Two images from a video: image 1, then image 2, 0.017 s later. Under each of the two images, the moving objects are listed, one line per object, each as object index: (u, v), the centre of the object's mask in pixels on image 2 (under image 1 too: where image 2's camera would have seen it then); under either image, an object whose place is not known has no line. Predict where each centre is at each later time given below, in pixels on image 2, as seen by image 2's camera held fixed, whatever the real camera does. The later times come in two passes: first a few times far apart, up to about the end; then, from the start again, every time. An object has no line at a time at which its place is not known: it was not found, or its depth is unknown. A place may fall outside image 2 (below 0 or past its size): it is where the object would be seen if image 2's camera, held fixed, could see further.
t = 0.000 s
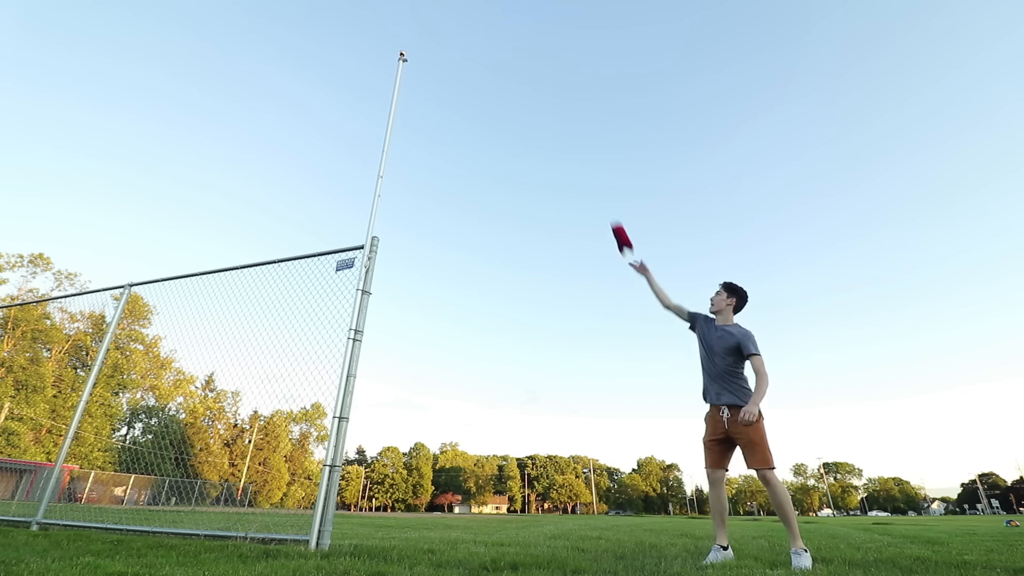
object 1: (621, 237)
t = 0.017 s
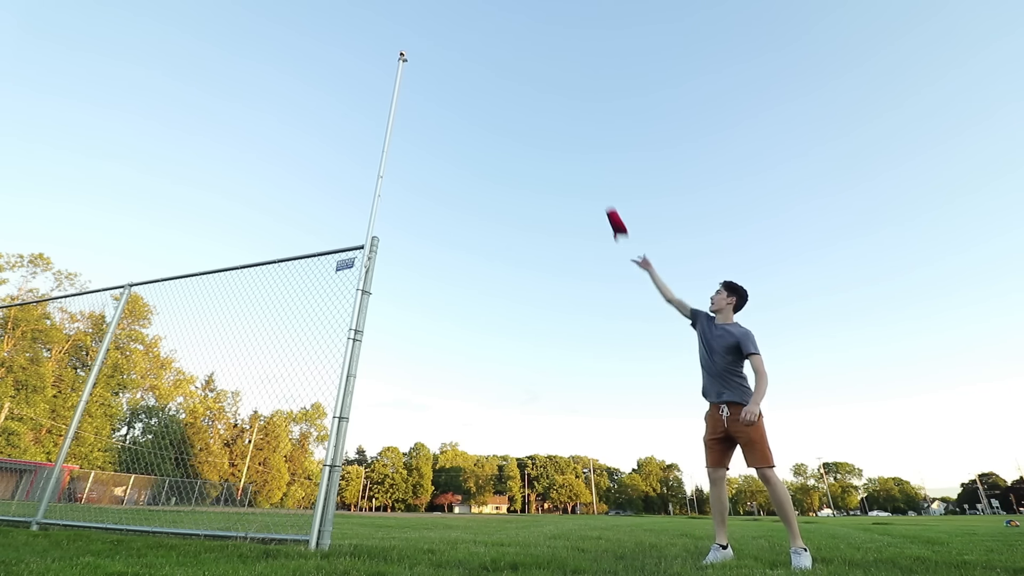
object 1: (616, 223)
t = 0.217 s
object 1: (554, 107)
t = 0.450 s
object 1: (498, 48)
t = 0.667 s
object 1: (455, 33)
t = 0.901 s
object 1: (410, 48)
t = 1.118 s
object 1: (403, 55)
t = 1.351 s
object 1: (401, 59)
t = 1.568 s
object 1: (400, 59)
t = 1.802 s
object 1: (400, 59)
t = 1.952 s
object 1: (400, 59)
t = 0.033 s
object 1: (611, 210)
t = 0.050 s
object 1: (606, 198)
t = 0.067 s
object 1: (600, 186)
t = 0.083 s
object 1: (595, 175)
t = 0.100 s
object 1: (590, 165)
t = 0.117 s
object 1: (585, 156)
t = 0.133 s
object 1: (579, 147)
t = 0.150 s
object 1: (574, 138)
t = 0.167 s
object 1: (568, 129)
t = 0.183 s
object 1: (564, 121)
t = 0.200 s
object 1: (559, 114)
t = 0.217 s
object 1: (554, 107)
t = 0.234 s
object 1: (549, 100)
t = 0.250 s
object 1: (545, 94)
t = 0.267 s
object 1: (541, 89)
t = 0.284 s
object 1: (537, 84)
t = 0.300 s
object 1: (533, 79)
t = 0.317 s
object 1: (529, 75)
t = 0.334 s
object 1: (525, 71)
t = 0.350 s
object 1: (521, 68)
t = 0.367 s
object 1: (517, 64)
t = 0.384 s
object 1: (514, 61)
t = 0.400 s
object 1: (510, 57)
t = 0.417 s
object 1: (506, 53)
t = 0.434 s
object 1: (502, 51)
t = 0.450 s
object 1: (498, 48)
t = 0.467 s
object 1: (495, 45)
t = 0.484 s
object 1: (491, 42)
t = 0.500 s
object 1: (488, 40)
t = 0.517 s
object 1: (484, 39)
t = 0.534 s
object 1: (481, 38)
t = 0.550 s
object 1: (478, 37)
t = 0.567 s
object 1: (475, 36)
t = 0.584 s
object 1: (471, 35)
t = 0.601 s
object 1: (468, 35)
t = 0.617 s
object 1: (465, 35)
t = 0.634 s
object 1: (461, 35)
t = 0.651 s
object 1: (458, 34)
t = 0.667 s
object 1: (455, 33)
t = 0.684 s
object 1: (452, 33)
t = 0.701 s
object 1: (448, 33)
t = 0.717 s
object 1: (445, 33)
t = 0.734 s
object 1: (441, 33)
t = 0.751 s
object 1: (438, 33)
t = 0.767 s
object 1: (435, 34)
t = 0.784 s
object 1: (432, 35)
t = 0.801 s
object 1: (429, 37)
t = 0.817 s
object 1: (426, 38)
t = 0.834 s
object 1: (422, 40)
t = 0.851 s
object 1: (419, 42)
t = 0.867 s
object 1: (416, 44)
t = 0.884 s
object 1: (413, 46)
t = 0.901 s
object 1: (410, 48)
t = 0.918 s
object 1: (407, 50)
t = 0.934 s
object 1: (404, 51)
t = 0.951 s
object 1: (402, 53)
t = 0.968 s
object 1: (401, 55)
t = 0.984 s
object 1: (399, 57)
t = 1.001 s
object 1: (400, 58)
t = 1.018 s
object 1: (401, 58)
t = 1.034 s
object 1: (401, 57)
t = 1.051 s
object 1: (402, 56)
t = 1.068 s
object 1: (403, 55)
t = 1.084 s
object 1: (403, 55)
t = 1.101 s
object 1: (403, 55)
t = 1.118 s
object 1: (403, 55)
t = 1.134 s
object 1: (403, 56)
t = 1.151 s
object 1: (402, 56)
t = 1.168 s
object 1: (402, 57)
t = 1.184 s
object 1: (402, 58)
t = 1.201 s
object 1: (402, 58)
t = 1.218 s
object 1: (402, 59)
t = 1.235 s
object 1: (401, 60)
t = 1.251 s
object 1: (401, 59)
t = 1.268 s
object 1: (401, 59)
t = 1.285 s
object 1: (401, 59)
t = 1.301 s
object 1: (401, 59)
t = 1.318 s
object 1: (401, 59)
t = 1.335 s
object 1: (401, 59)
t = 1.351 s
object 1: (401, 59)
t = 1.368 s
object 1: (401, 59)
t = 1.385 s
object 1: (400, 59)
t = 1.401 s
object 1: (400, 59)
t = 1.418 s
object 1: (400, 59)
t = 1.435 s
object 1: (400, 59)
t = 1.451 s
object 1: (400, 59)
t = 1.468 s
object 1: (400, 59)
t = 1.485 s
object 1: (400, 59)
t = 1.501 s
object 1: (400, 59)
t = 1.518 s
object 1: (400, 59)
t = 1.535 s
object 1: (400, 59)
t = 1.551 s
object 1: (400, 59)
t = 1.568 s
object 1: (400, 59)
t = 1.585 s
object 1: (400, 59)
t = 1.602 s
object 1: (400, 59)
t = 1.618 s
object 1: (400, 59)
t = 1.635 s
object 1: (400, 59)
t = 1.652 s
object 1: (400, 59)
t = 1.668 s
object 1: (400, 59)
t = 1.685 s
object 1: (400, 59)
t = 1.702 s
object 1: (400, 59)
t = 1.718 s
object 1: (400, 59)
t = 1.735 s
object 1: (400, 59)
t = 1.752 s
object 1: (400, 59)
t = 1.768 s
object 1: (400, 59)
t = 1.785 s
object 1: (400, 59)
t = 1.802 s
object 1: (400, 59)
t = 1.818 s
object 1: (400, 59)
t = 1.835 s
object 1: (400, 59)
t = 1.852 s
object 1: (400, 59)
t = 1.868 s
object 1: (400, 59)
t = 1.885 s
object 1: (400, 59)
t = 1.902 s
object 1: (400, 59)
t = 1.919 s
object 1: (400, 59)
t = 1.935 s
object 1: (400, 59)
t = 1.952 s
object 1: (400, 59)
